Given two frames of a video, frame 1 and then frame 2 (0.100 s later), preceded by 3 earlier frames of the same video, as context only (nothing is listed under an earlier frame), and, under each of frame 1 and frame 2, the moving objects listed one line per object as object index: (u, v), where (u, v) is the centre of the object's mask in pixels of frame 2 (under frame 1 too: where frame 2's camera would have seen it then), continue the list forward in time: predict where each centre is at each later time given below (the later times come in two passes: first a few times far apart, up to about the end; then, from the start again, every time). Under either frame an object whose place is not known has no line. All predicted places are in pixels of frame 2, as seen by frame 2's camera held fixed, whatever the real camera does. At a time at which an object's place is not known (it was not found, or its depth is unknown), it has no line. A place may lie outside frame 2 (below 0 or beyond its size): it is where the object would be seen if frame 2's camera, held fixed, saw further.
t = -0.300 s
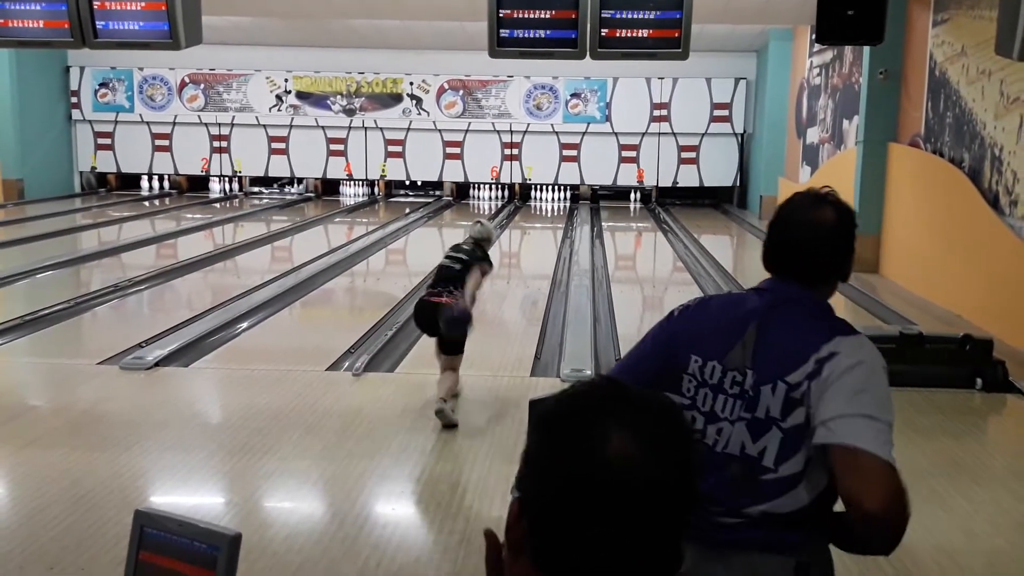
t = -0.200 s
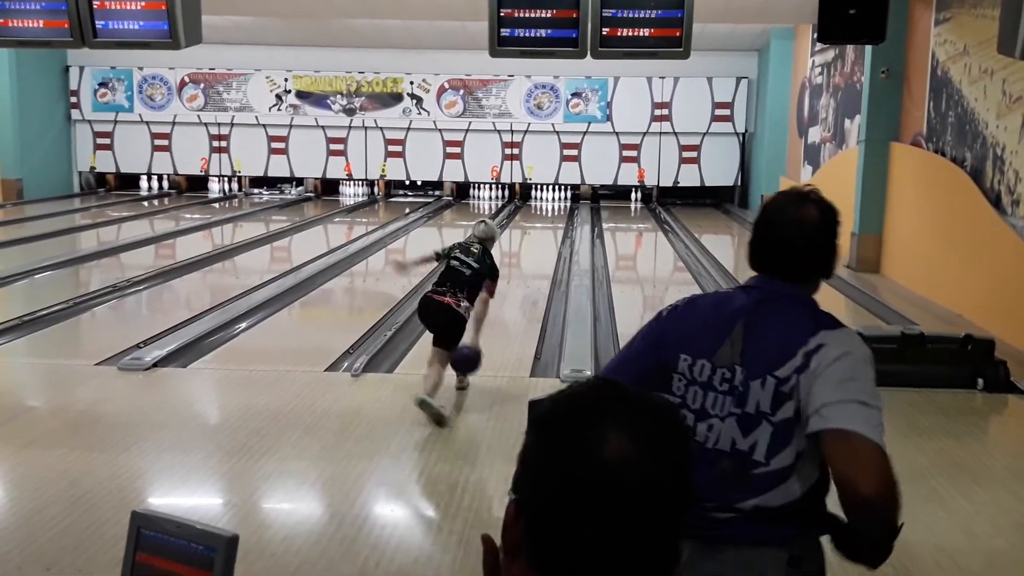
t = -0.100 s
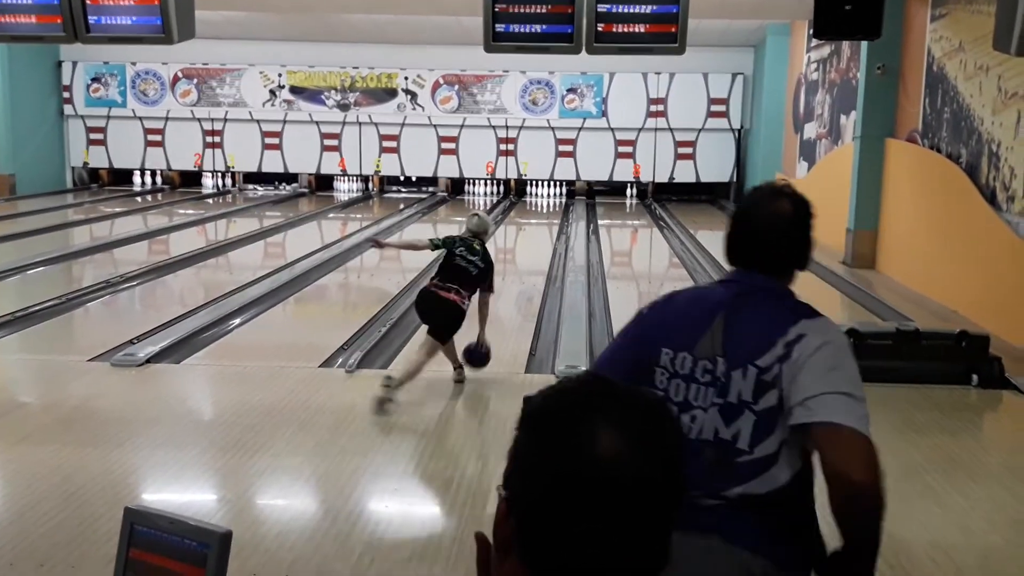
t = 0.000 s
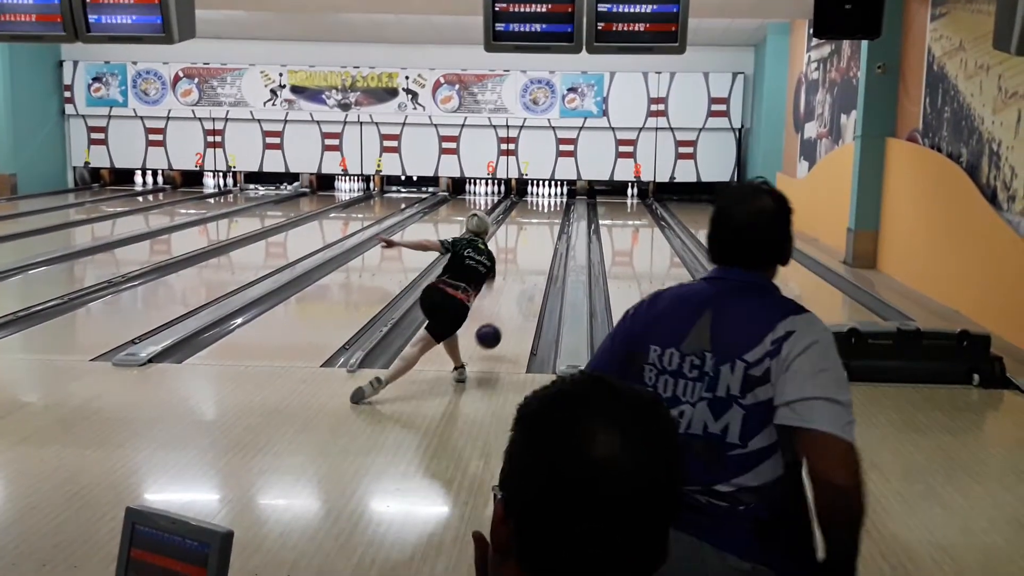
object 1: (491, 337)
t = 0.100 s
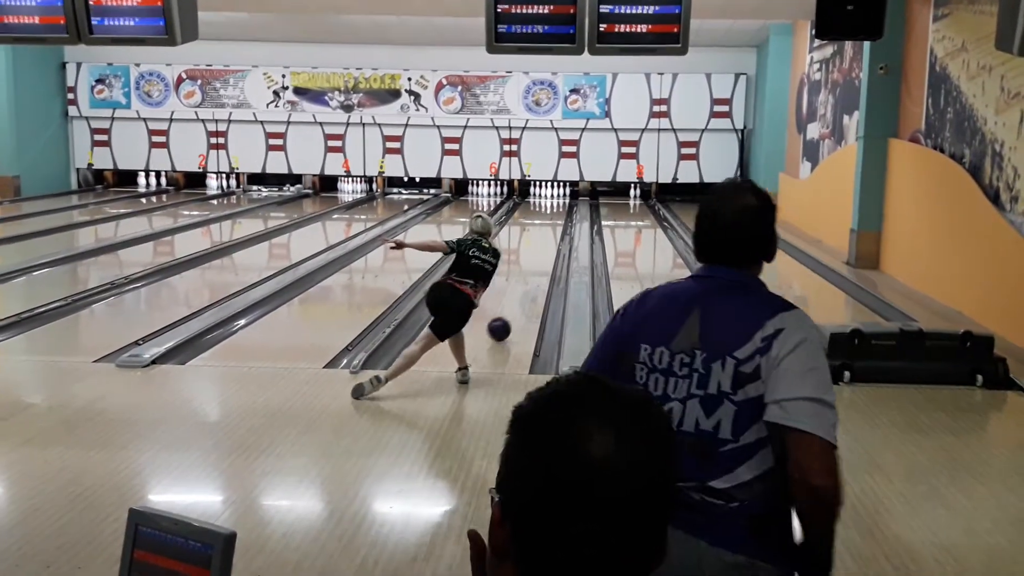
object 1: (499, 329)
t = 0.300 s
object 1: (512, 301)
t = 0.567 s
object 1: (523, 274)
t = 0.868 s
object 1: (533, 251)
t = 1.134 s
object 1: (539, 236)
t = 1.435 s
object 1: (544, 224)
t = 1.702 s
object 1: (547, 214)
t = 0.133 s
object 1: (501, 324)
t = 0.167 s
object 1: (504, 319)
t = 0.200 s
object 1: (506, 314)
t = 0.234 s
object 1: (508, 310)
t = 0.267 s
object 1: (510, 305)
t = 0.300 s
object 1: (512, 301)
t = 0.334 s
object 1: (513, 297)
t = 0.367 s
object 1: (515, 293)
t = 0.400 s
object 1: (516, 290)
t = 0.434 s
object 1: (518, 286)
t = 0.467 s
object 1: (519, 283)
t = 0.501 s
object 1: (521, 279)
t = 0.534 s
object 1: (522, 276)
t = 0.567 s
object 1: (523, 274)
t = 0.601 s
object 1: (525, 271)
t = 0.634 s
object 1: (526, 268)
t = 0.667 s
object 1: (527, 265)
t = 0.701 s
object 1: (528, 263)
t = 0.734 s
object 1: (529, 260)
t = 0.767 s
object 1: (530, 258)
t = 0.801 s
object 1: (531, 255)
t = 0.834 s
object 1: (532, 253)
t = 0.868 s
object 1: (533, 251)
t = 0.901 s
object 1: (534, 249)
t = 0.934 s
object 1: (534, 247)
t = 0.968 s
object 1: (535, 245)
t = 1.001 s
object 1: (536, 243)
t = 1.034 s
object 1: (537, 242)
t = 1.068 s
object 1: (538, 240)
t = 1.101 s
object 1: (538, 238)
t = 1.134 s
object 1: (539, 236)
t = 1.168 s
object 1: (539, 235)
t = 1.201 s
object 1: (540, 233)
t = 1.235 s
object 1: (541, 232)
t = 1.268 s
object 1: (541, 230)
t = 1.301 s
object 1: (542, 229)
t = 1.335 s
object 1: (542, 227)
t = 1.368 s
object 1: (543, 226)
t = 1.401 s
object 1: (544, 225)
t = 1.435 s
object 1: (544, 224)
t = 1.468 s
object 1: (544, 222)
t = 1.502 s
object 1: (545, 221)
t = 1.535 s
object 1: (545, 220)
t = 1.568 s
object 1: (545, 218)
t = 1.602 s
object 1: (546, 218)
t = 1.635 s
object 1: (547, 216)
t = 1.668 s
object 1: (547, 215)
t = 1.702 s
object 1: (547, 214)
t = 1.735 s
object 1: (547, 213)
